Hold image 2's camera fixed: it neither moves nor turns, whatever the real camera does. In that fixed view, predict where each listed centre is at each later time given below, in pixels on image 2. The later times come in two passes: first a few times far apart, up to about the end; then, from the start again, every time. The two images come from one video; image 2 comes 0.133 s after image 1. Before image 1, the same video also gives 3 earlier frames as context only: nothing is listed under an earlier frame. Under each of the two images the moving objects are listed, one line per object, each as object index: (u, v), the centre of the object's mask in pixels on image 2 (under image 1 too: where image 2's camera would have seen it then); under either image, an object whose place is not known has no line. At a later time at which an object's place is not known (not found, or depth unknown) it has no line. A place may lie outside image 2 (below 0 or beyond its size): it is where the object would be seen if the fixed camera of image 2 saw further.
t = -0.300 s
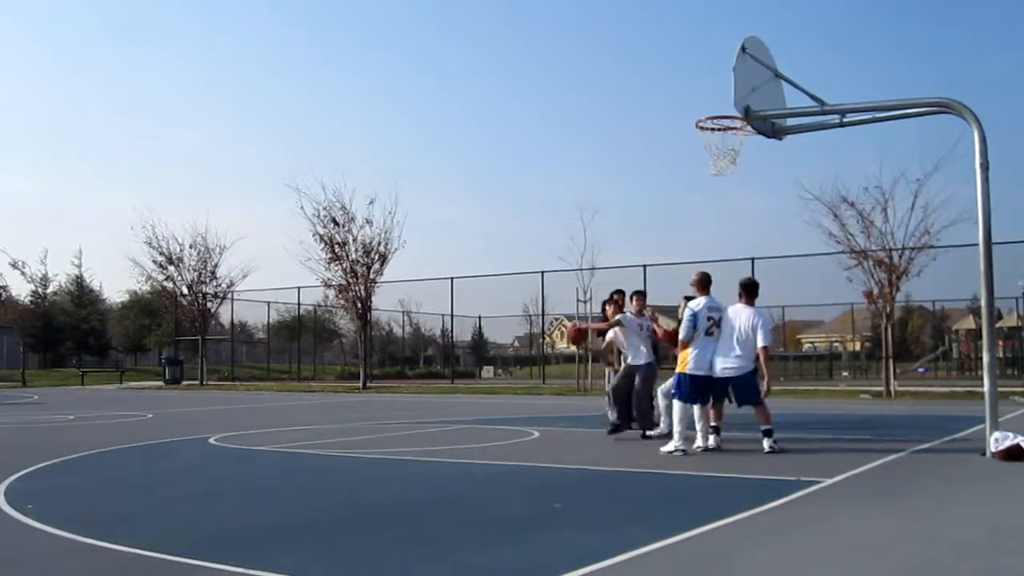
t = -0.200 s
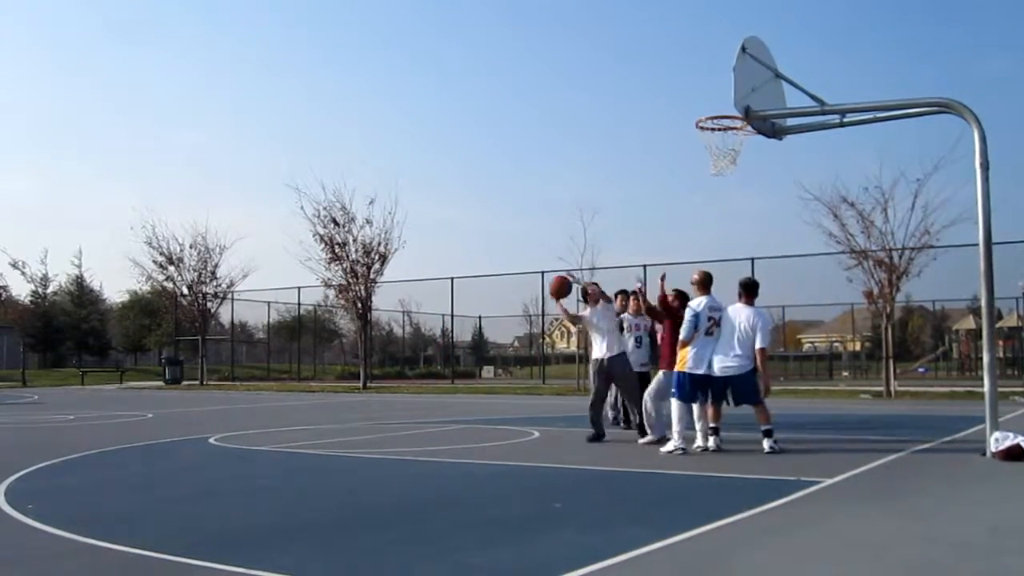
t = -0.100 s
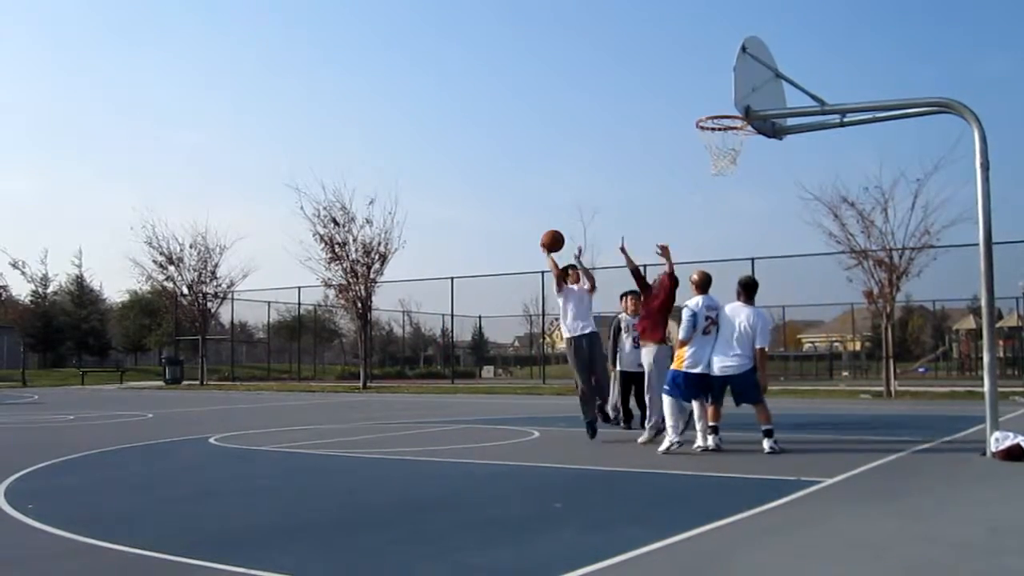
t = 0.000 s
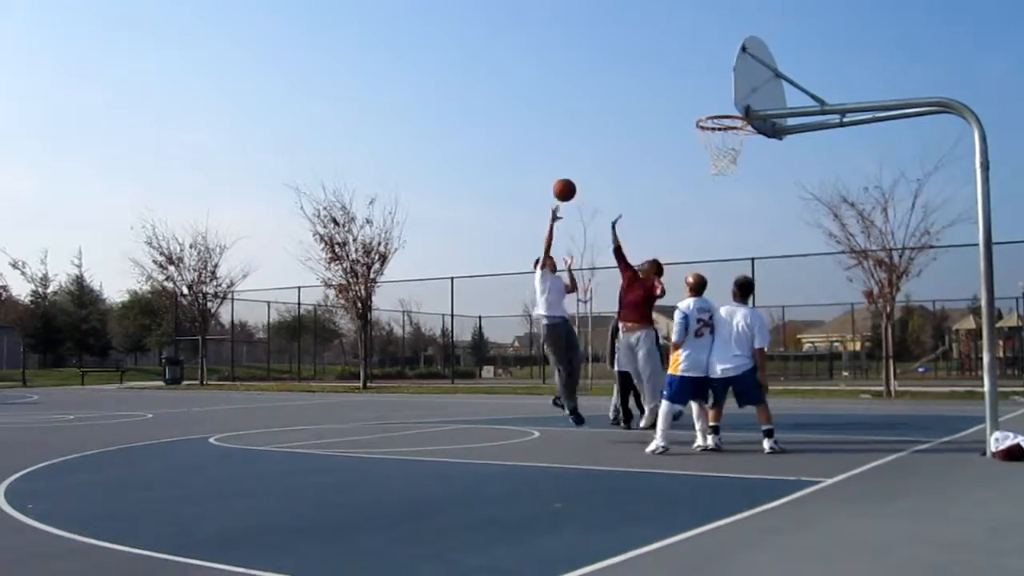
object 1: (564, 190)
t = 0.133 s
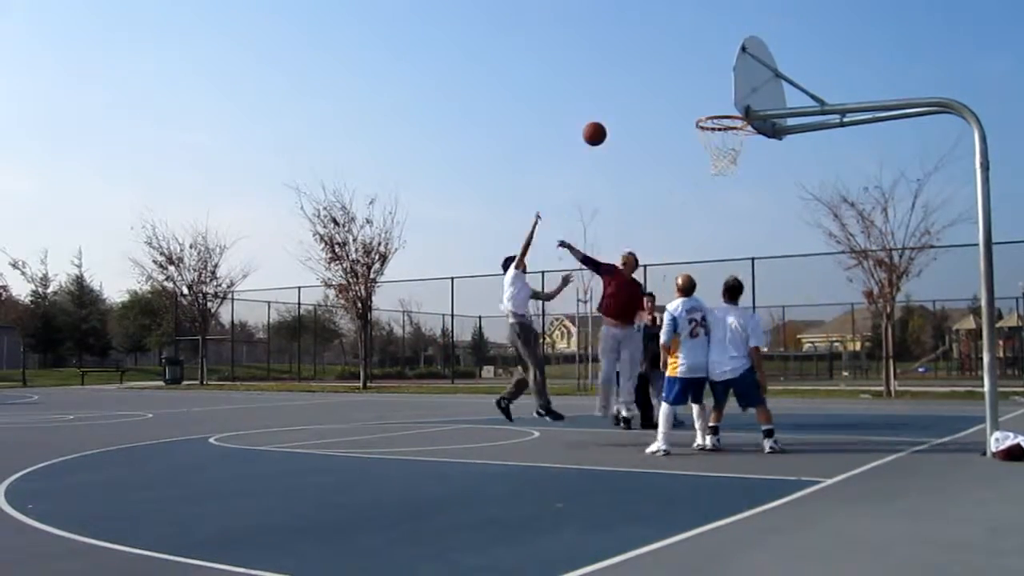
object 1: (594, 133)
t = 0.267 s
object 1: (625, 93)
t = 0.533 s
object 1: (692, 62)
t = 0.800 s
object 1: (705, 108)
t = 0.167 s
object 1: (601, 122)
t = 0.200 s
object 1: (609, 111)
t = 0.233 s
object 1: (617, 102)
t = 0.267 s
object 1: (625, 93)
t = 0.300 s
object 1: (633, 85)
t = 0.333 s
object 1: (641, 79)
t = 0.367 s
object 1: (650, 73)
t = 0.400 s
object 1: (658, 69)
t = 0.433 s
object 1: (666, 65)
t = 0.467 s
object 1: (675, 63)
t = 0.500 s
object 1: (684, 62)
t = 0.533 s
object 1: (692, 62)
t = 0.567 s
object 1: (702, 63)
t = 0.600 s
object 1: (711, 65)
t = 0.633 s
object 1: (720, 69)
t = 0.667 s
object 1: (725, 73)
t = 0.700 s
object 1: (725, 79)
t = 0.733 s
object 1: (720, 88)
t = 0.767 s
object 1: (713, 98)
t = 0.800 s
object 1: (705, 108)
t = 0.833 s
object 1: (697, 120)
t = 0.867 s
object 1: (690, 133)
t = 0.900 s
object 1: (682, 147)
